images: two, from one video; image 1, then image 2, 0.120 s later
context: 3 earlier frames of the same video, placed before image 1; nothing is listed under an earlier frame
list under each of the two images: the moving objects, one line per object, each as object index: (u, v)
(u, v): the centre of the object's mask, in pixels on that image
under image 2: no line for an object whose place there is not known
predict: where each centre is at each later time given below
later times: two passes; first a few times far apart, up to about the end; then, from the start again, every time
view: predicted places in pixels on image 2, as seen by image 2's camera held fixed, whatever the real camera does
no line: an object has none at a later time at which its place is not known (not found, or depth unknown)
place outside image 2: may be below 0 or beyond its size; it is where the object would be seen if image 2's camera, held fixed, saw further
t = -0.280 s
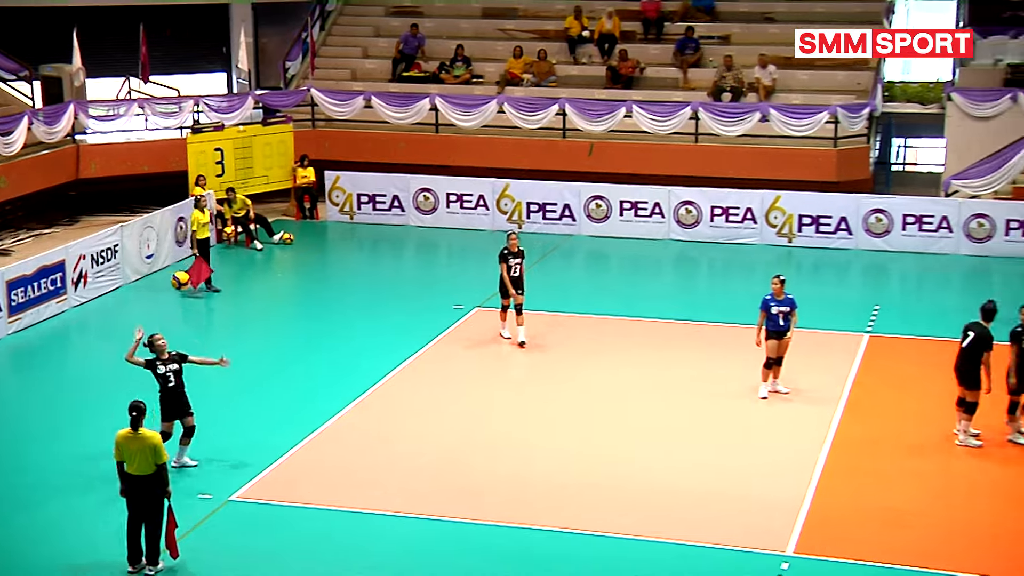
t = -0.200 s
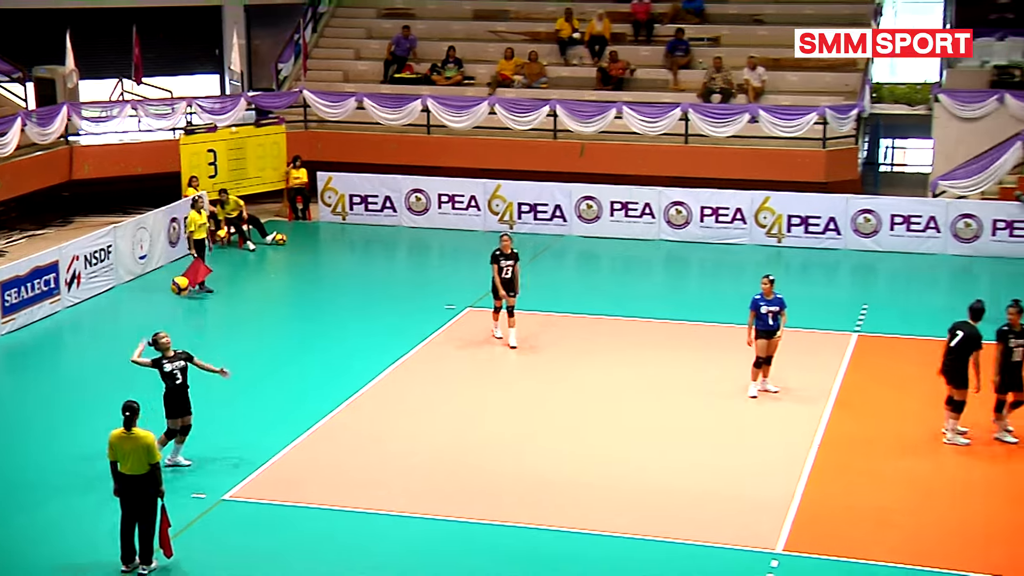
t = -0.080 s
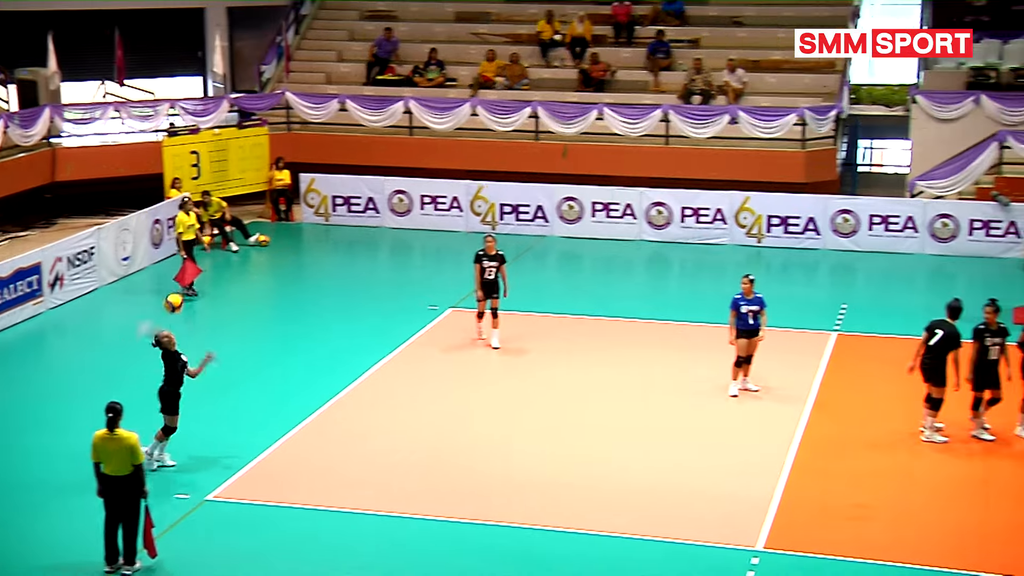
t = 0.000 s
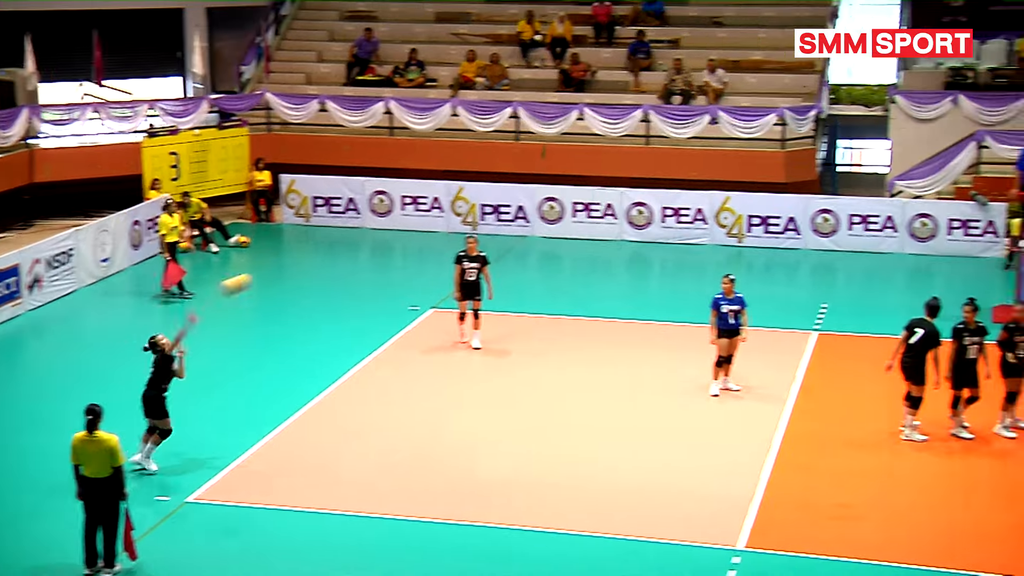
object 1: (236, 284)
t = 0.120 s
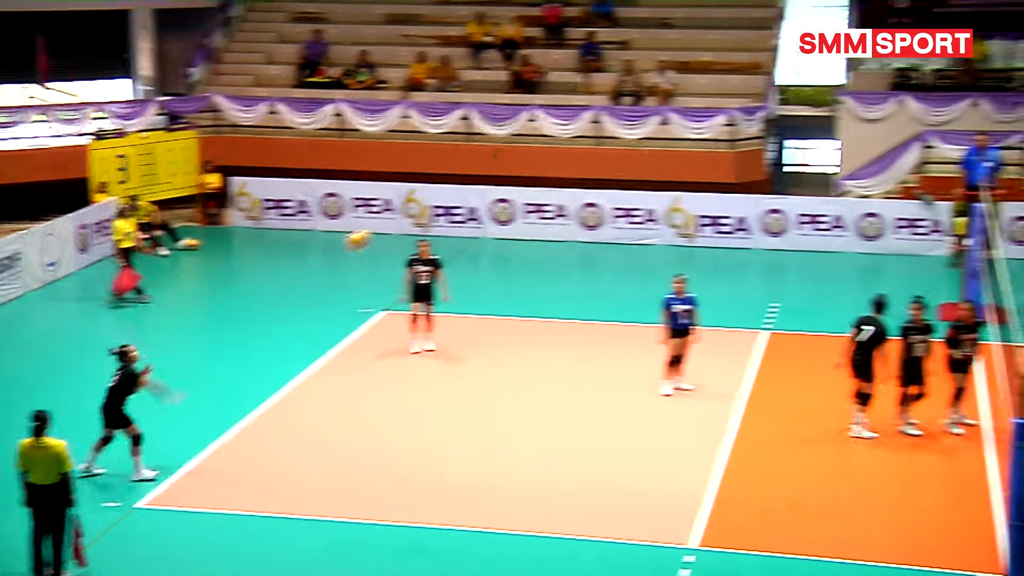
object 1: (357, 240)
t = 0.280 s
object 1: (573, 192)
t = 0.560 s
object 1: (930, 153)
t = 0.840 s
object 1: (1271, 183)
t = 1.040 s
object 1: (1505, 251)
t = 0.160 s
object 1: (412, 226)
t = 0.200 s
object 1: (467, 214)
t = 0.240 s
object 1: (520, 202)
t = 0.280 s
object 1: (573, 192)
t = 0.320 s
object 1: (625, 183)
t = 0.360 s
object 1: (676, 176)
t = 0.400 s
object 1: (729, 167)
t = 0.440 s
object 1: (779, 164)
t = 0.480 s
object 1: (830, 159)
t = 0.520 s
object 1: (881, 154)
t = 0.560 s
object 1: (930, 153)
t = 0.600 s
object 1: (980, 152)
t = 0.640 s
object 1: (1030, 153)
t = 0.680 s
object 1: (1078, 157)
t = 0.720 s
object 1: (1127, 161)
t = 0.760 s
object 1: (1175, 167)
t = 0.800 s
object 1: (1223, 174)
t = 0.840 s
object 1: (1271, 183)
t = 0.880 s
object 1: (1319, 194)
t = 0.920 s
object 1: (1366, 205)
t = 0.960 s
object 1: (1413, 219)
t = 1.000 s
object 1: (1460, 234)
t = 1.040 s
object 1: (1505, 251)
